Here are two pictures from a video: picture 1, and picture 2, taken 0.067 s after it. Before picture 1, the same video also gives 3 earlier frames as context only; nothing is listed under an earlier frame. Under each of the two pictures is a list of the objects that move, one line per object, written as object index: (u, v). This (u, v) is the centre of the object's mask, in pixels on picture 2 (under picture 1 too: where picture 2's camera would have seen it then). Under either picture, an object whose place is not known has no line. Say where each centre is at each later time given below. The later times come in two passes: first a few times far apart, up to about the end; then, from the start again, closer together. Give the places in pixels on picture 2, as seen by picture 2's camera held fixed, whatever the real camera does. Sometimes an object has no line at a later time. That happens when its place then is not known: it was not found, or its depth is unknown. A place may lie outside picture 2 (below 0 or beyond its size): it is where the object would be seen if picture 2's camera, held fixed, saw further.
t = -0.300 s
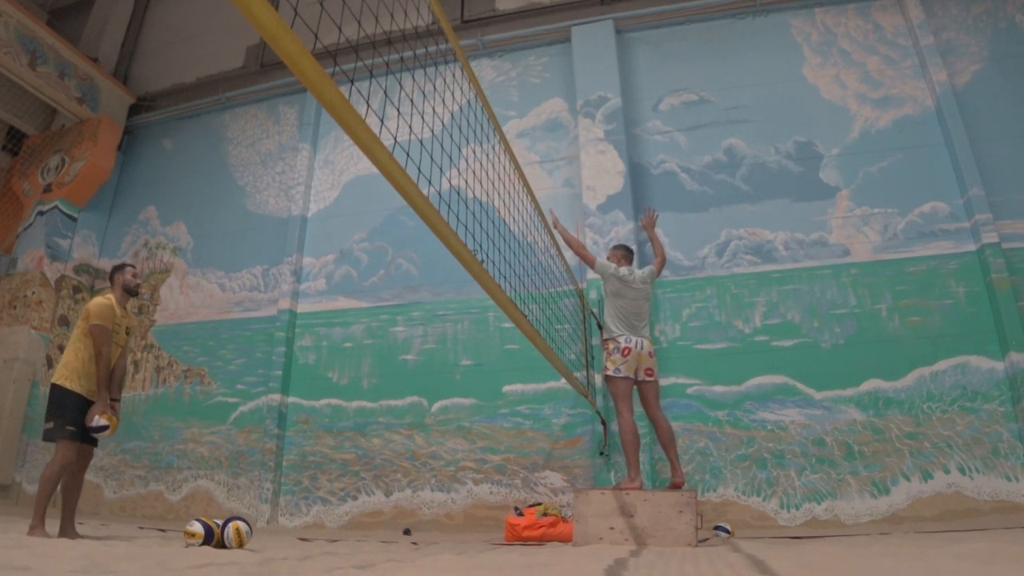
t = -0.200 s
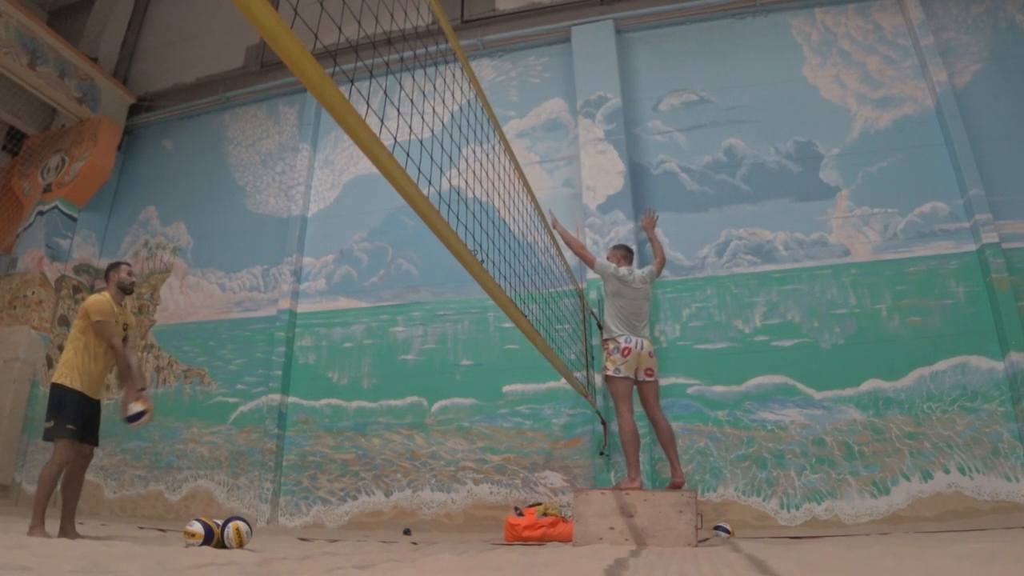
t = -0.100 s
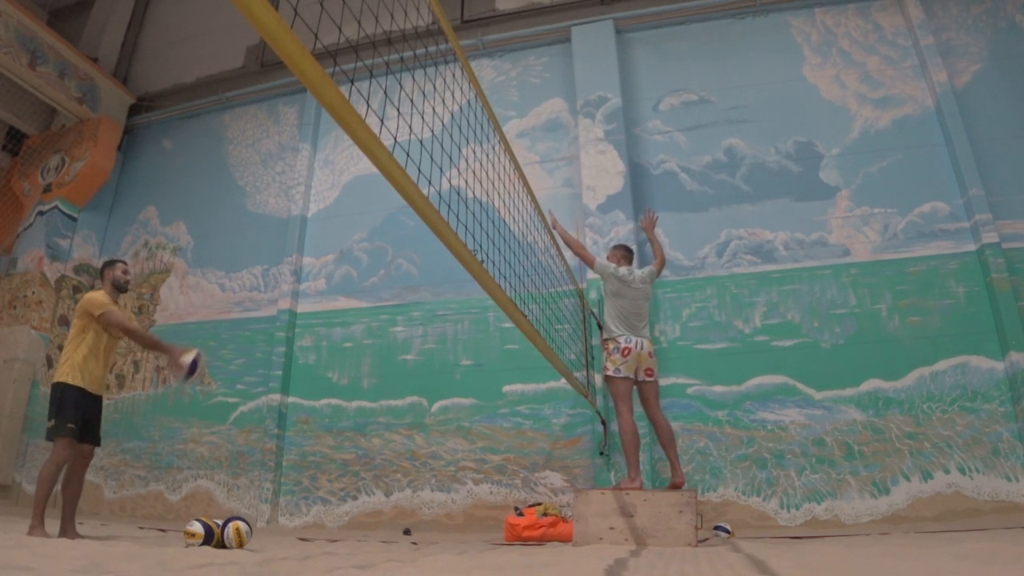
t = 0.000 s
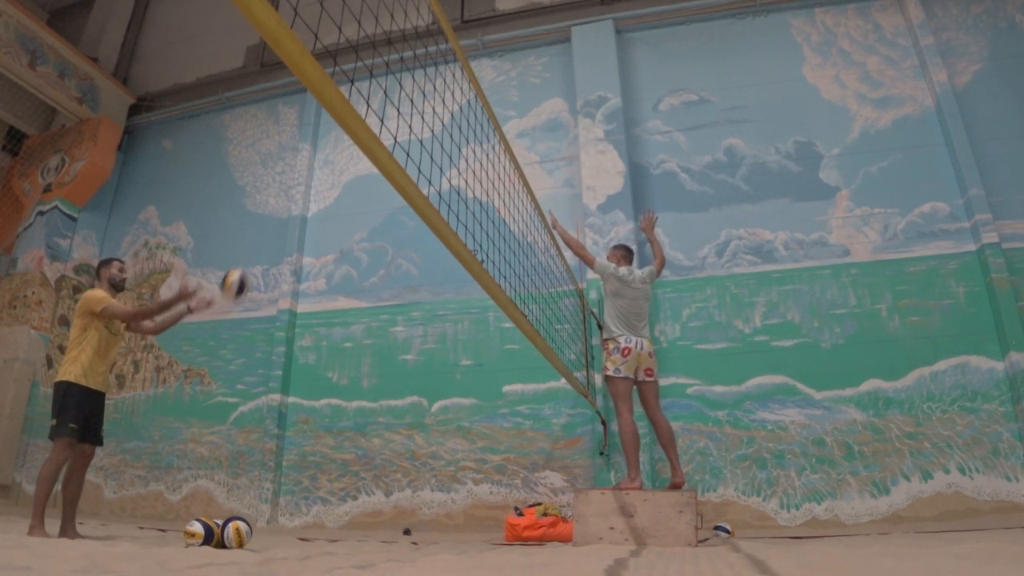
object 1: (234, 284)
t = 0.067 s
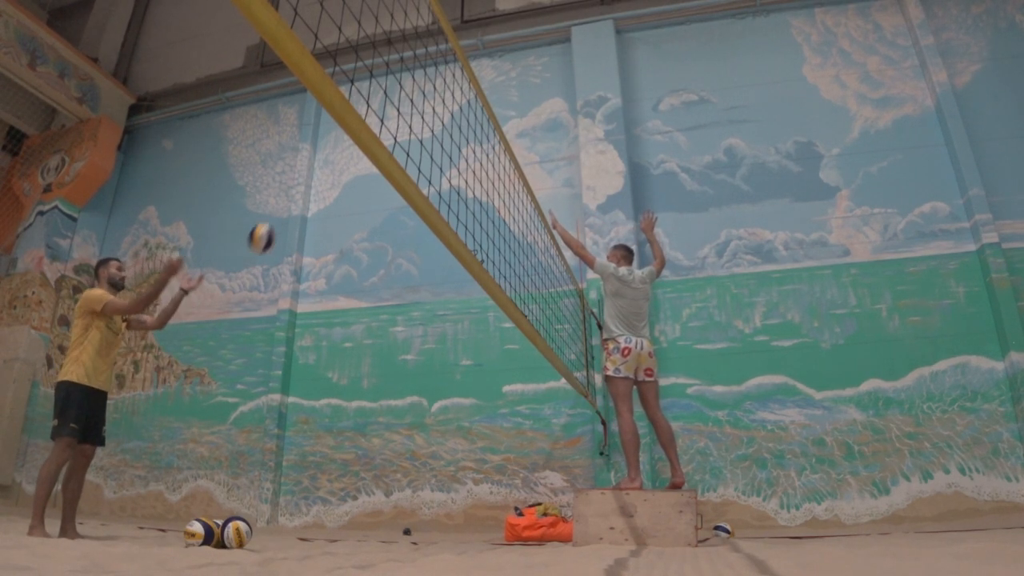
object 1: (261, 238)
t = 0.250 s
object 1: (324, 149)
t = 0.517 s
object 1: (395, 97)
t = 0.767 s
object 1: (453, 112)
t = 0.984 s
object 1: (504, 179)
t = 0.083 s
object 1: (268, 228)
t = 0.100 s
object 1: (274, 218)
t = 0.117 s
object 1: (280, 209)
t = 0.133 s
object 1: (286, 200)
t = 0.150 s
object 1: (292, 191)
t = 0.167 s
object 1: (297, 183)
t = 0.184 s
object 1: (303, 176)
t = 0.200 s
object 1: (309, 168)
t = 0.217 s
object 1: (314, 162)
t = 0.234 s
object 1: (319, 155)
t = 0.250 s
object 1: (324, 149)
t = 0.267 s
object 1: (329, 143)
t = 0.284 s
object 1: (334, 139)
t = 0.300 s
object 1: (337, 136)
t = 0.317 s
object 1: (339, 133)
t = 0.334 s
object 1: (341, 132)
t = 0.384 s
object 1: (365, 112)
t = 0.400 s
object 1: (367, 110)
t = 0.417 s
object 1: (370, 108)
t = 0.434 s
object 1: (375, 106)
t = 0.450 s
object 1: (379, 103)
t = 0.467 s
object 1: (382, 101)
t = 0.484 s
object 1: (387, 99)
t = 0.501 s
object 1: (391, 98)
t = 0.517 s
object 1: (395, 97)
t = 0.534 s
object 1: (399, 96)
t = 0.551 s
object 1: (403, 95)
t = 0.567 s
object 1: (408, 95)
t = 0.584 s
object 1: (412, 95)
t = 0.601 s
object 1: (415, 95)
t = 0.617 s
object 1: (419, 96)
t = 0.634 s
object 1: (423, 96)
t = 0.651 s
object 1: (427, 97)
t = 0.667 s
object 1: (431, 99)
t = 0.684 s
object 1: (435, 100)
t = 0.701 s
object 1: (438, 102)
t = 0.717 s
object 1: (443, 105)
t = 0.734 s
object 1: (446, 107)
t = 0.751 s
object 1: (449, 110)
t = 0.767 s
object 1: (453, 112)
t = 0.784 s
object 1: (457, 116)
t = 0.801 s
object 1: (461, 119)
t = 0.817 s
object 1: (465, 123)
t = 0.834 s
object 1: (469, 127)
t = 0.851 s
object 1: (473, 131)
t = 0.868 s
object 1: (476, 136)
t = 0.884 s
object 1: (480, 141)
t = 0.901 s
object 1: (484, 146)
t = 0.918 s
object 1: (487, 152)
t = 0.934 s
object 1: (492, 158)
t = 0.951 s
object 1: (496, 165)
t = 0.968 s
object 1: (500, 172)
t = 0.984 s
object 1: (504, 179)
